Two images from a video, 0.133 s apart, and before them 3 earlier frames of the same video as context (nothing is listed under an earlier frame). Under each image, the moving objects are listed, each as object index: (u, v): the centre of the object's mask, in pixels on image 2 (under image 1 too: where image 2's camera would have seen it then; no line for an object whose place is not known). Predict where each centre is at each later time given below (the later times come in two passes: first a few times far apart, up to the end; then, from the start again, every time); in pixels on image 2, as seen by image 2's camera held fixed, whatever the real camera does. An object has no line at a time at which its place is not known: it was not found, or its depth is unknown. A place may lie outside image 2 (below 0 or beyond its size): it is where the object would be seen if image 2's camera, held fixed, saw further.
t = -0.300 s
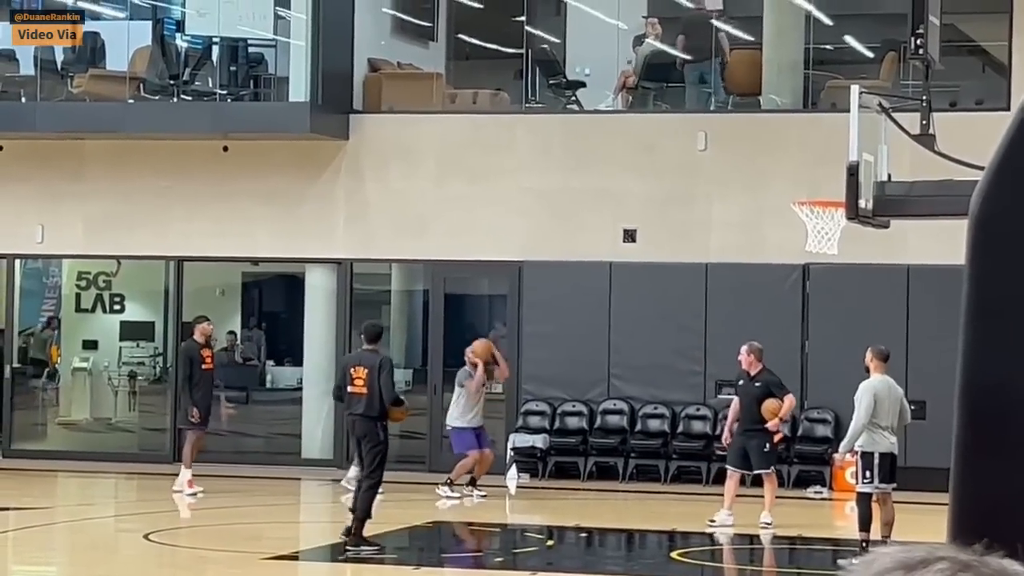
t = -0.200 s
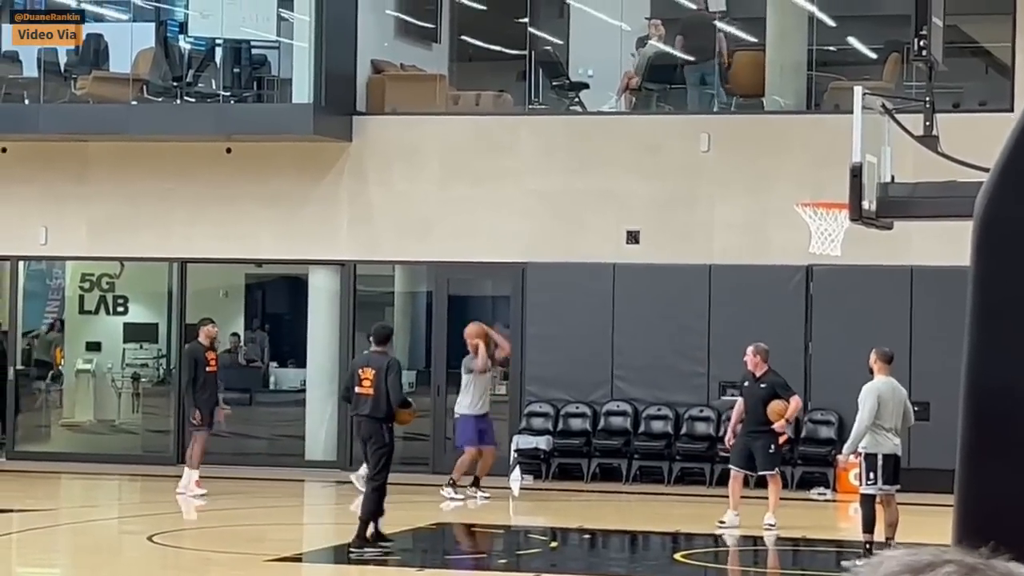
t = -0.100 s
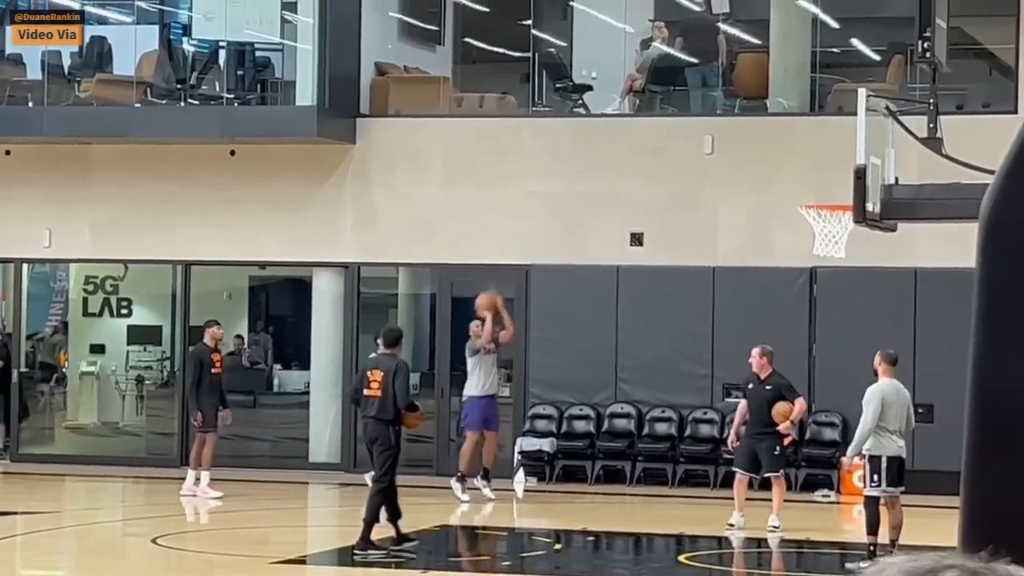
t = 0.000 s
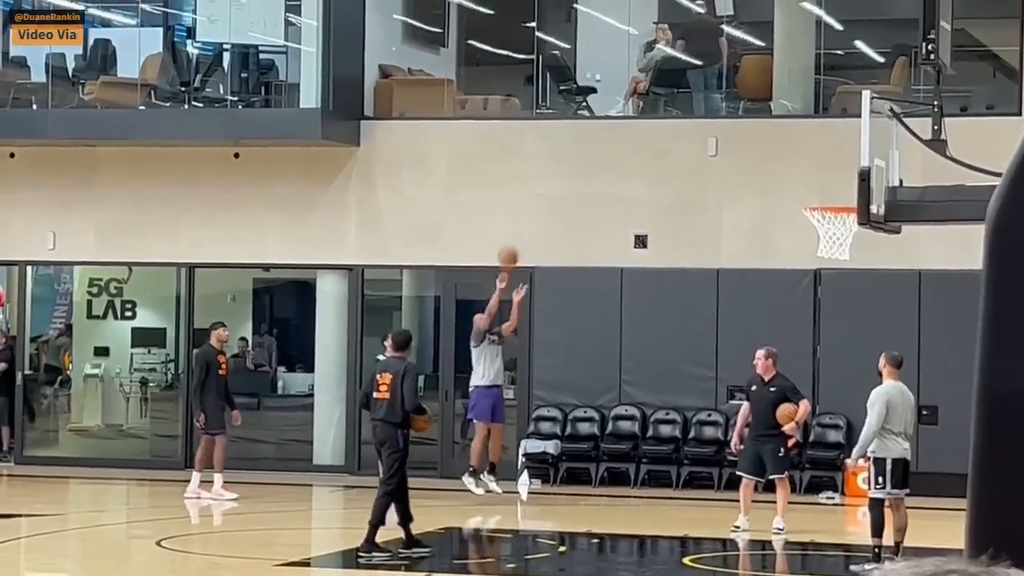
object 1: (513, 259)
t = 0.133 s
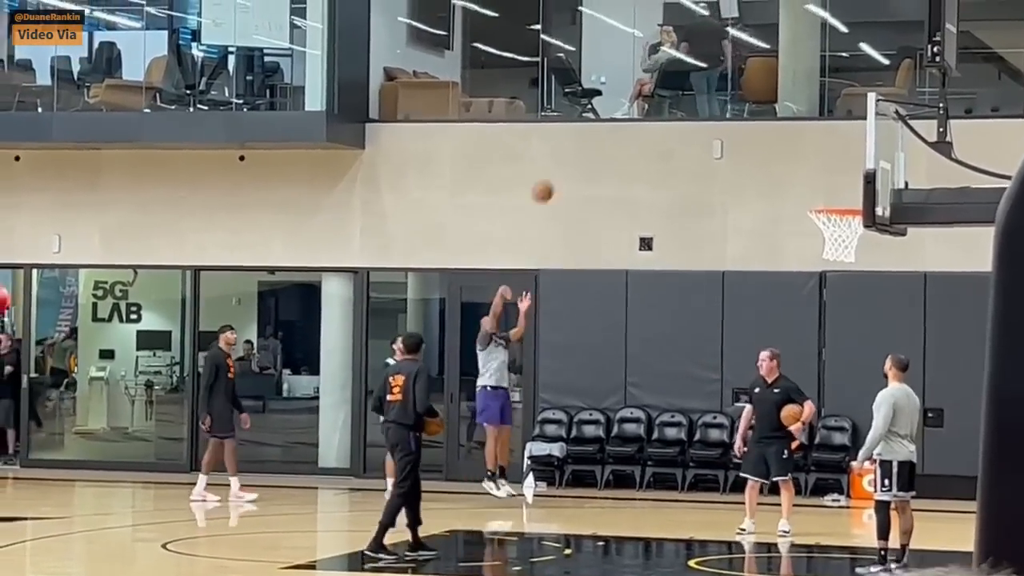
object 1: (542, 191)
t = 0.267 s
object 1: (573, 137)
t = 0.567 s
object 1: (647, 70)
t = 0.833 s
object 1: (716, 78)
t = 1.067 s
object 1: (783, 150)
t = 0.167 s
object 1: (550, 176)
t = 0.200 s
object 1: (557, 162)
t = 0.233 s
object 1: (565, 149)
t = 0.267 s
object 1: (573, 137)
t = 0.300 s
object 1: (580, 125)
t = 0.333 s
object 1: (587, 114)
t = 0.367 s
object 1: (596, 105)
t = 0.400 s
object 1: (604, 96)
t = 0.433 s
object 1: (613, 89)
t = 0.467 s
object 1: (621, 82)
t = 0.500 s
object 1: (630, 76)
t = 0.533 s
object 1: (638, 72)
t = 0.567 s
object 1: (647, 70)
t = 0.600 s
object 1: (655, 67)
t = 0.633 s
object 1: (664, 64)
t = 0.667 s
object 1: (671, 64)
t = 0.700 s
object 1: (680, 64)
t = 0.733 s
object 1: (690, 66)
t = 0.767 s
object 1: (699, 69)
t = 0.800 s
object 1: (708, 73)
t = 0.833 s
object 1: (716, 78)
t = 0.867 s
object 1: (727, 84)
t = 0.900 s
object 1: (735, 90)
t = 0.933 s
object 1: (745, 100)
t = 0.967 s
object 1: (754, 110)
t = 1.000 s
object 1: (763, 121)
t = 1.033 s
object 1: (773, 135)
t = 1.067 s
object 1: (783, 150)
